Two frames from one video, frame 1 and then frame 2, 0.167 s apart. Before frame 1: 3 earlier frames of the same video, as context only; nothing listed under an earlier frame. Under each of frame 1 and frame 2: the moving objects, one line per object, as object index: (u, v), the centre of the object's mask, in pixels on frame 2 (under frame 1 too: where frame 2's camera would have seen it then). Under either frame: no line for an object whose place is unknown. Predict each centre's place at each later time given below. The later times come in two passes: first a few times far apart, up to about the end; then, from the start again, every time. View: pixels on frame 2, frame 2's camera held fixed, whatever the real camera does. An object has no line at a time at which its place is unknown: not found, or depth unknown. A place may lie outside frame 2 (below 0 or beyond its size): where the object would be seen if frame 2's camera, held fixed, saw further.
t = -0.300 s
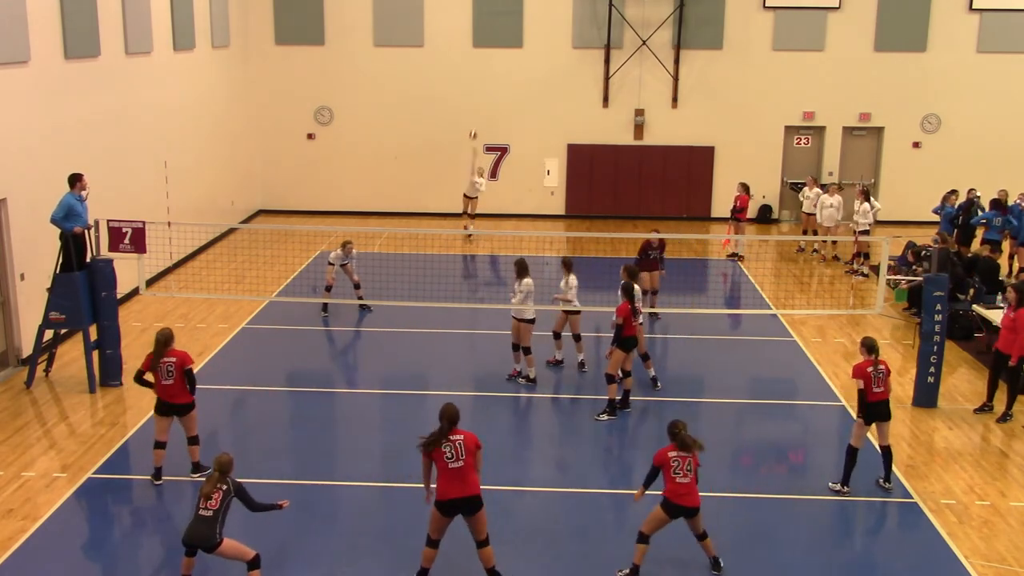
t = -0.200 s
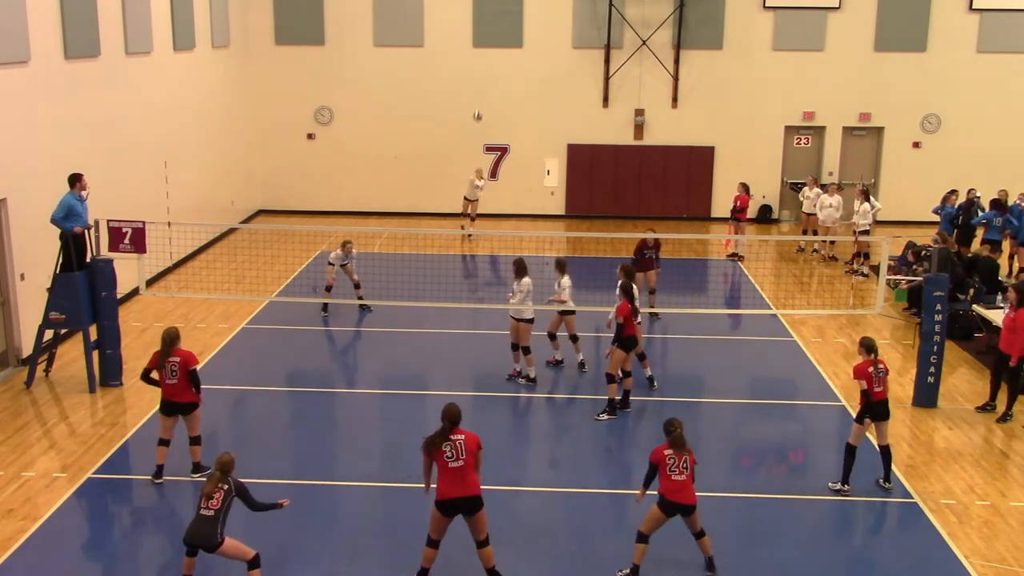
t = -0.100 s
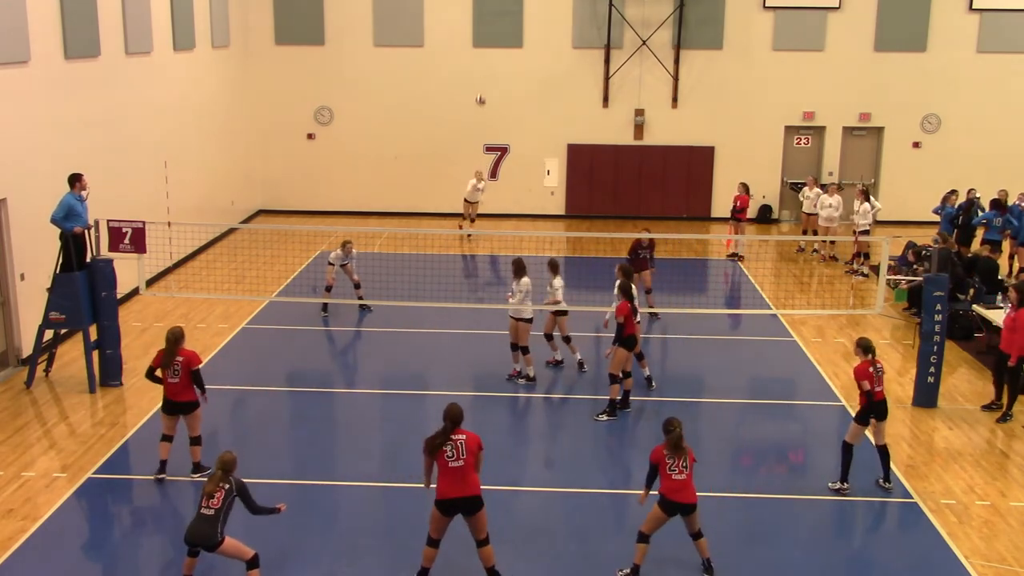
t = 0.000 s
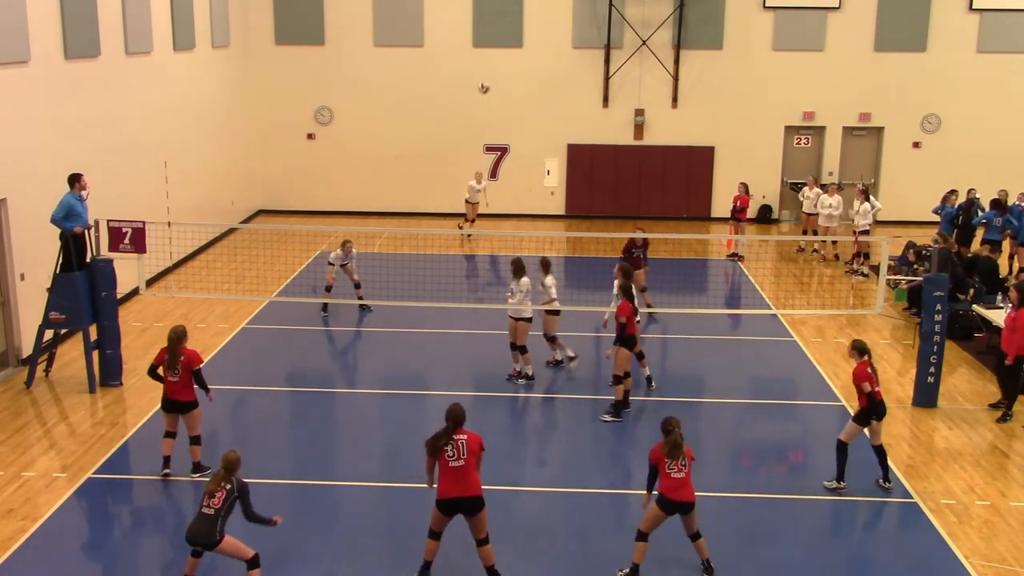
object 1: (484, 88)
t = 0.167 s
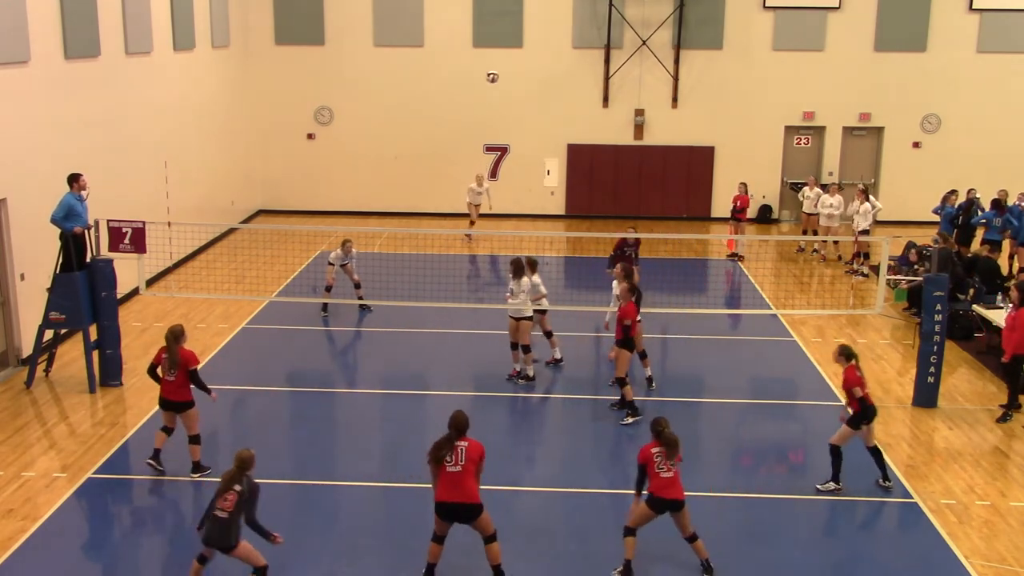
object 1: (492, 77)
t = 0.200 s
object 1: (494, 76)
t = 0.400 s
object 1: (509, 82)
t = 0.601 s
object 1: (528, 115)
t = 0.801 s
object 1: (556, 193)
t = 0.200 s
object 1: (494, 76)
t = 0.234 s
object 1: (496, 75)
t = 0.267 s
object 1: (499, 75)
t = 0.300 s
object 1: (502, 76)
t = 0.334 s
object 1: (504, 77)
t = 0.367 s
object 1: (507, 79)
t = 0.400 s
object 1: (509, 82)
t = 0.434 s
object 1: (512, 86)
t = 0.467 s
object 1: (515, 90)
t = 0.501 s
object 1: (518, 94)
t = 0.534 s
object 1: (521, 101)
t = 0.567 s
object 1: (524, 107)
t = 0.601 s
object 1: (528, 115)
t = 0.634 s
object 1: (532, 125)
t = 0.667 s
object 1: (536, 136)
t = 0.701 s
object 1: (540, 147)
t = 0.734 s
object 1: (544, 159)
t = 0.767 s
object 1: (550, 173)
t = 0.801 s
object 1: (556, 193)
